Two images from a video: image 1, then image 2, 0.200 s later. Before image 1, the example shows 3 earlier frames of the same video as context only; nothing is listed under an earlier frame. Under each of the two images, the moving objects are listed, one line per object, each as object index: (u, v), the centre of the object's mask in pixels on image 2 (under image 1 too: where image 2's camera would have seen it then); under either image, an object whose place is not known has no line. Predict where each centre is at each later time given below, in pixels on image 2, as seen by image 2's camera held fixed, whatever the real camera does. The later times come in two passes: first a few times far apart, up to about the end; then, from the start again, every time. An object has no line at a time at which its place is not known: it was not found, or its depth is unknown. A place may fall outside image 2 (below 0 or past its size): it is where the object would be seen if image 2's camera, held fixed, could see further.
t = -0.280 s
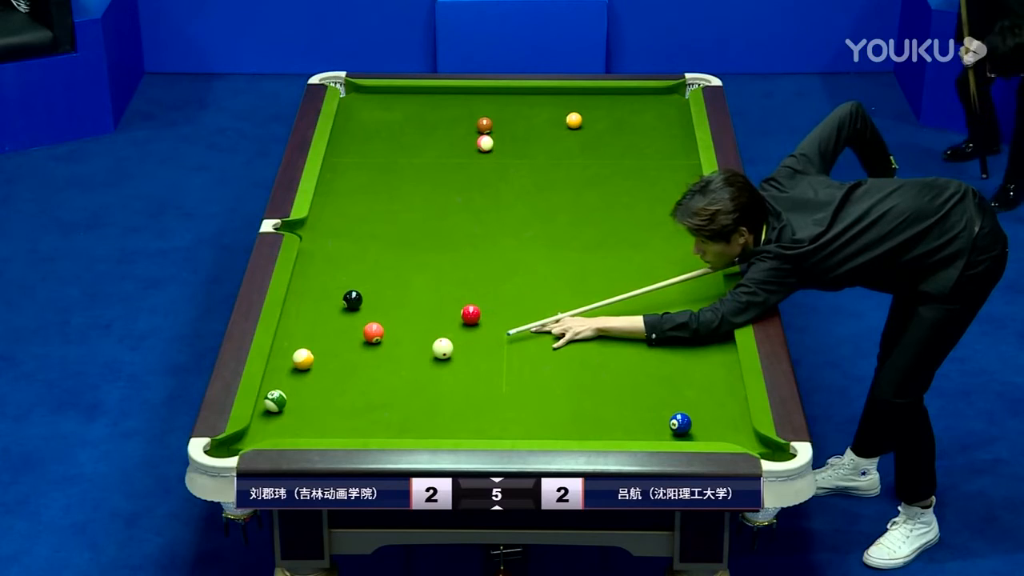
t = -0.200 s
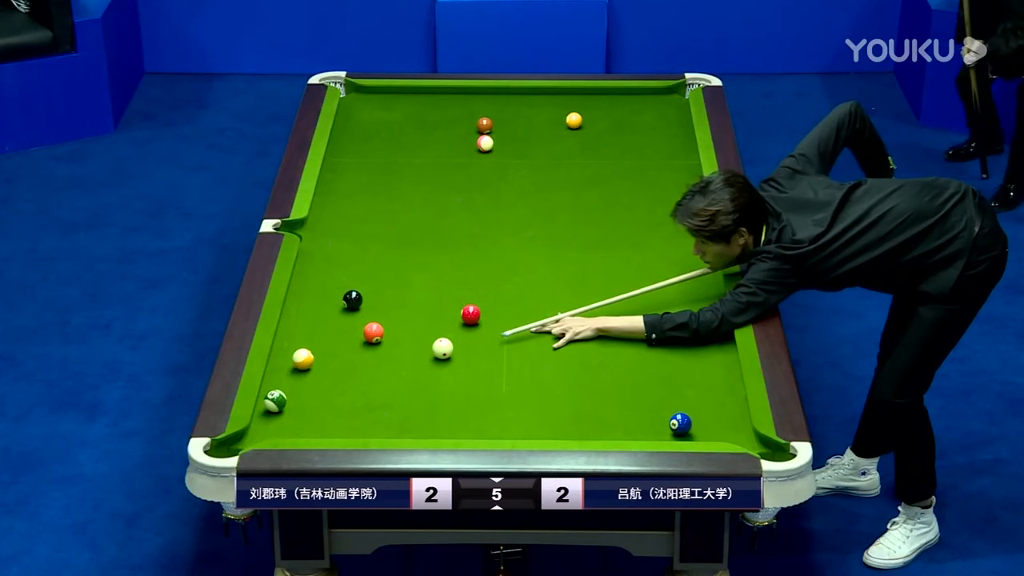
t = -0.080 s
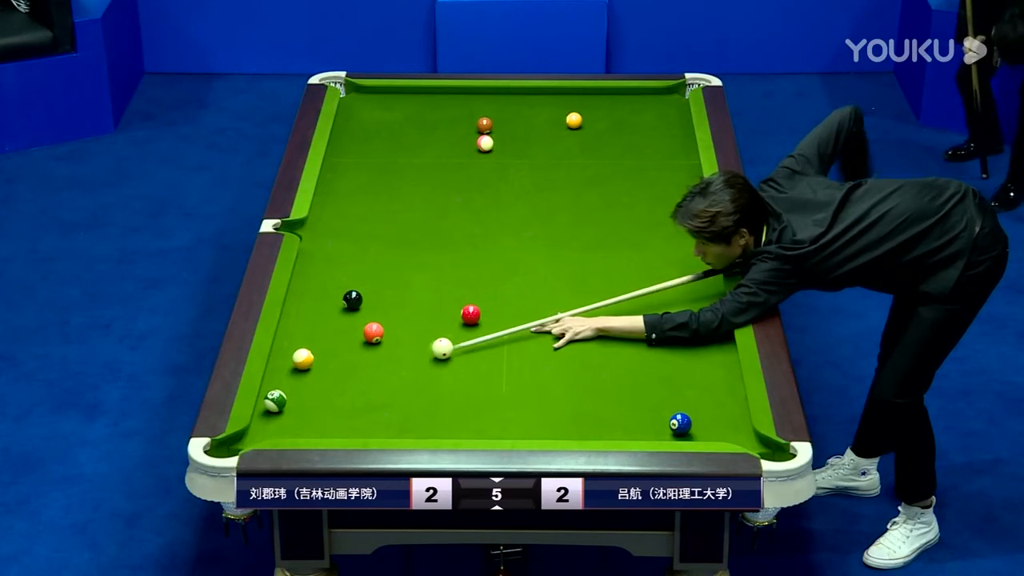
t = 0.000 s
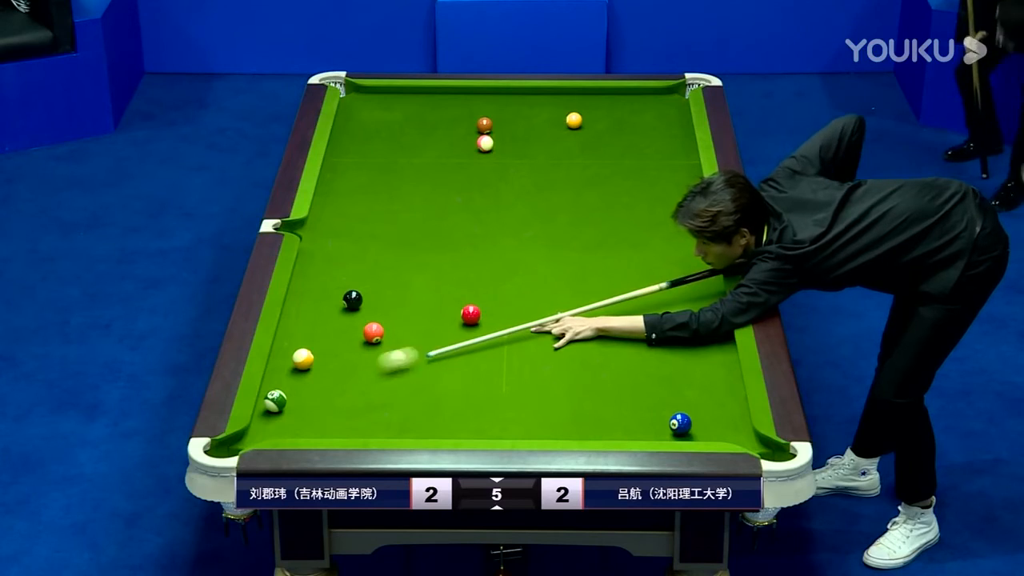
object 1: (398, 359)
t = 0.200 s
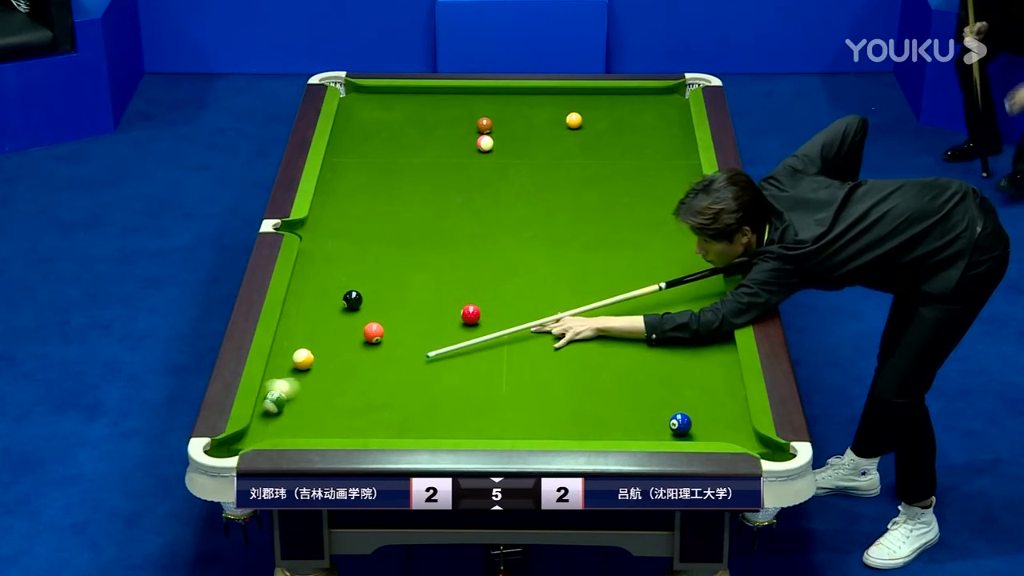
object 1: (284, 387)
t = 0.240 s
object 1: (274, 387)
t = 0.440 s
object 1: (327, 377)
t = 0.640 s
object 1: (376, 368)
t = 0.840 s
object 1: (423, 359)
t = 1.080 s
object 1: (477, 348)
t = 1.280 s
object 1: (519, 340)
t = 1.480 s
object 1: (560, 332)
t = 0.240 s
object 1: (274, 387)
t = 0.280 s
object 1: (285, 386)
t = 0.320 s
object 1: (296, 384)
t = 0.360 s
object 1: (306, 382)
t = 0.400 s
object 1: (317, 380)
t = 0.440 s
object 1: (327, 377)
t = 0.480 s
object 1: (337, 376)
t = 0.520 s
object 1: (347, 374)
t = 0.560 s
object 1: (357, 372)
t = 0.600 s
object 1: (366, 370)
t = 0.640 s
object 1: (376, 368)
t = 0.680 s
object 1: (386, 366)
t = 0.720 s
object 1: (395, 364)
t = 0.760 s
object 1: (405, 362)
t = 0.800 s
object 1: (414, 361)
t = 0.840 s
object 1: (423, 359)
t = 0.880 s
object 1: (432, 357)
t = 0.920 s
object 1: (441, 355)
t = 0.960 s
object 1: (450, 354)
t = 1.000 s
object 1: (459, 352)
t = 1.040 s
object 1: (468, 350)
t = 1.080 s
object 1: (477, 348)
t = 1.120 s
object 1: (486, 347)
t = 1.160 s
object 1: (494, 345)
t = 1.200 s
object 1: (503, 343)
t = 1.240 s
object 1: (511, 342)
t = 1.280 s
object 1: (519, 340)
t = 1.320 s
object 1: (528, 339)
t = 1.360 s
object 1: (535, 337)
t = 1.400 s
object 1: (544, 336)
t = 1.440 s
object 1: (552, 334)
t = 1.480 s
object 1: (560, 332)
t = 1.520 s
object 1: (568, 331)
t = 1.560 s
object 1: (575, 329)
